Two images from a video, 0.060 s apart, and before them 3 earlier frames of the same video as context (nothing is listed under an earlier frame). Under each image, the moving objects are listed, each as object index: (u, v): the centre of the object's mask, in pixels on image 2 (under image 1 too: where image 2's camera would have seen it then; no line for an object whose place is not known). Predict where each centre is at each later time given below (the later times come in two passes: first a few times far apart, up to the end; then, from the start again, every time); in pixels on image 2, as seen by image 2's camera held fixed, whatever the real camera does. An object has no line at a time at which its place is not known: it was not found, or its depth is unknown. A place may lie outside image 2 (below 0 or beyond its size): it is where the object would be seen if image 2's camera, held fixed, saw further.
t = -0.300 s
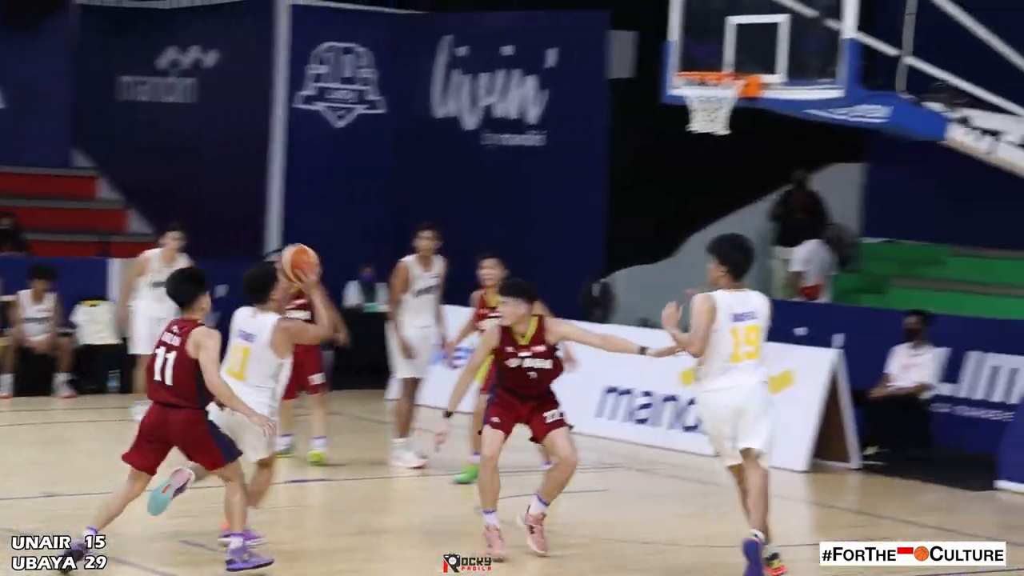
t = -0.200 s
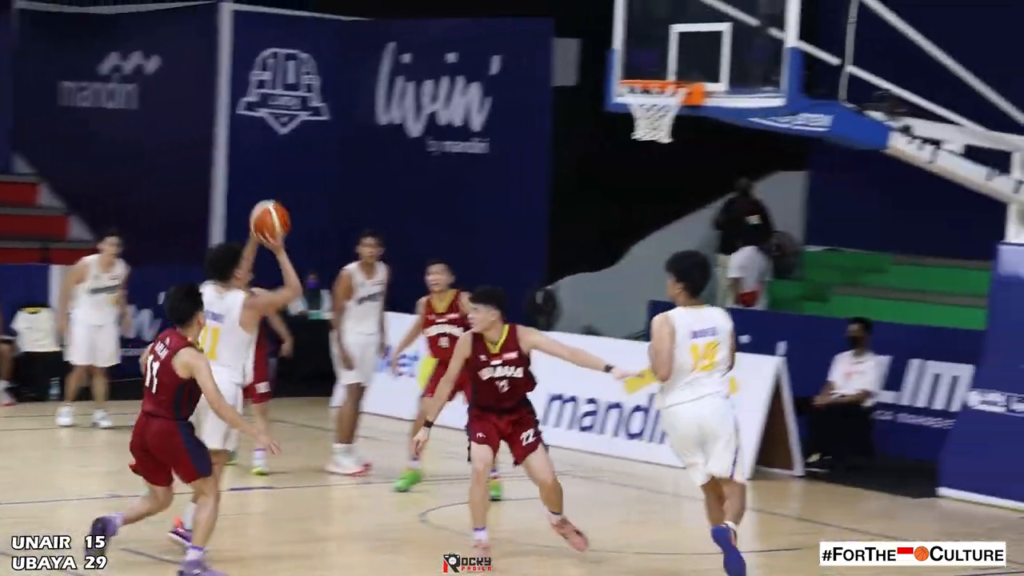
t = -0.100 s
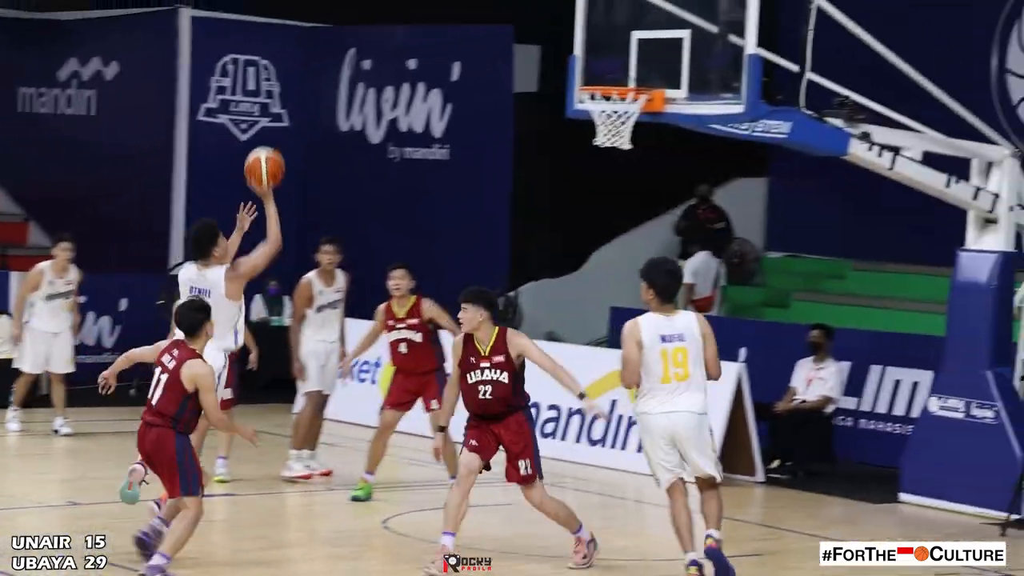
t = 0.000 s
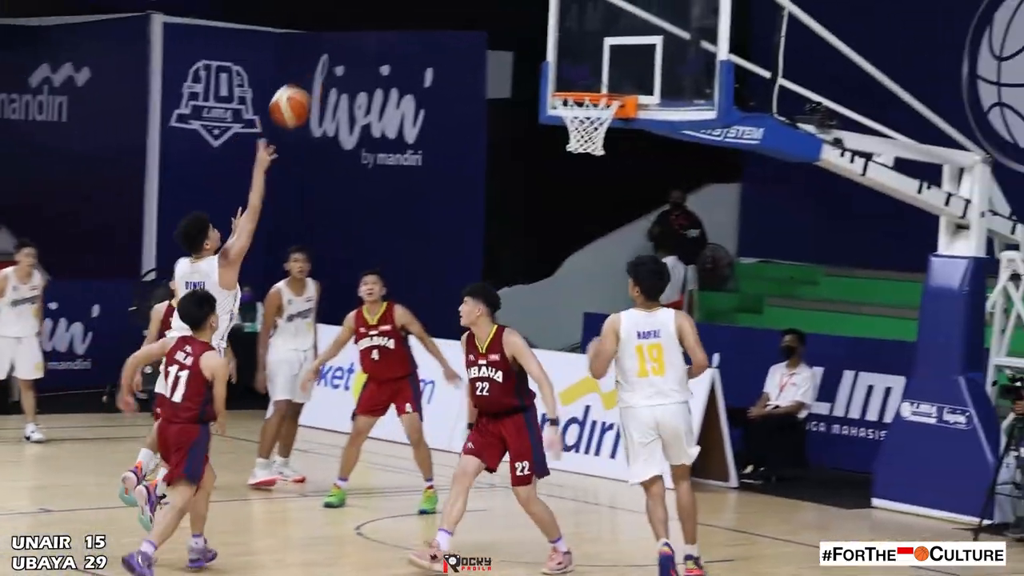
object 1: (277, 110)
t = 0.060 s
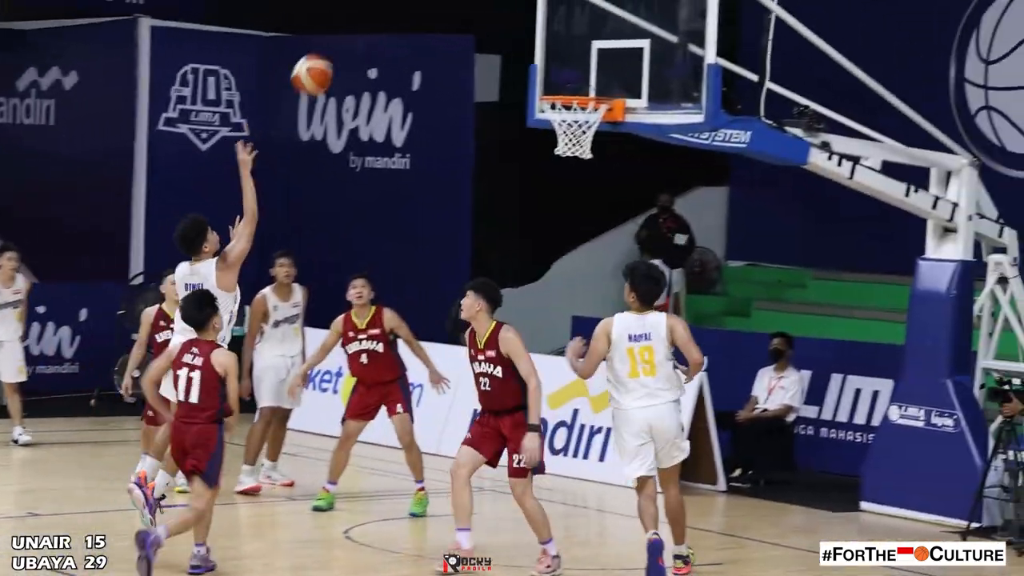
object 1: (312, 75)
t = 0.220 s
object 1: (398, 13)
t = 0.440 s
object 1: (507, -5)
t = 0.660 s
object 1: (604, 47)
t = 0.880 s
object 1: (560, 93)
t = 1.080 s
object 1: (595, 79)
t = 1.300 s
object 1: (603, 81)
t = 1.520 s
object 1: (580, 80)
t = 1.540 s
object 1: (577, 80)
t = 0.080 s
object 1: (323, 65)
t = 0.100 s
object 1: (334, 56)
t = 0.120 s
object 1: (345, 47)
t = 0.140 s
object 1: (356, 39)
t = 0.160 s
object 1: (367, 31)
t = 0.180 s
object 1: (377, 24)
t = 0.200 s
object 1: (388, 18)
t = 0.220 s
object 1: (398, 13)
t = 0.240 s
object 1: (409, 8)
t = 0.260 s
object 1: (419, 5)
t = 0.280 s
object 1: (429, 2)
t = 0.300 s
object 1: (440, -1)
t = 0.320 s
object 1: (450, -3)
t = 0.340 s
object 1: (460, -4)
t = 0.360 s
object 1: (469, -5)
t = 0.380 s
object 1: (479, -6)
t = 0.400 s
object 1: (489, -6)
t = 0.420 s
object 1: (498, -6)
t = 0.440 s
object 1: (507, -5)
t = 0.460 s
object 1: (516, -4)
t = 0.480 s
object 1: (524, -1)
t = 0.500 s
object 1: (534, 2)
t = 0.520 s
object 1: (543, 6)
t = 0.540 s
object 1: (553, 11)
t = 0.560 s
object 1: (562, 15)
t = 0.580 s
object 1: (570, 21)
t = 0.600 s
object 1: (579, 26)
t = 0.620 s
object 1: (587, 32)
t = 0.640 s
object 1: (596, 40)
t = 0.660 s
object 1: (604, 47)
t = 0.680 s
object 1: (614, 56)
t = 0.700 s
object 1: (616, 63)
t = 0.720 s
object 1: (610, 68)
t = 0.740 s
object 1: (602, 73)
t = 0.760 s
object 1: (594, 80)
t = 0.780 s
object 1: (587, 84)
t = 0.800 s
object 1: (579, 87)
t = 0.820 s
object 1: (572, 87)
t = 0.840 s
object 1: (564, 92)
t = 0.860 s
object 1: (561, 95)
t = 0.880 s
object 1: (560, 93)
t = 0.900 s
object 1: (559, 94)
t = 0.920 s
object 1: (561, 91)
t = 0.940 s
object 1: (566, 86)
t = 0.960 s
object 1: (570, 85)
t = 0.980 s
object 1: (574, 84)
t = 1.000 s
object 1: (579, 83)
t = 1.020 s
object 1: (583, 82)
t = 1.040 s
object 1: (587, 81)
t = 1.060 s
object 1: (590, 80)
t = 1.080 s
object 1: (595, 79)
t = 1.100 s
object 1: (598, 79)
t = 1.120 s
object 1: (602, 80)
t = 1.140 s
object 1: (604, 80)
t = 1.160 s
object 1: (604, 80)
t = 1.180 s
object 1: (604, 81)
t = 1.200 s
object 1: (605, 81)
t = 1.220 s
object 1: (605, 81)
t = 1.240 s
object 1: (605, 81)
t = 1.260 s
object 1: (604, 81)
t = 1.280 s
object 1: (603, 81)
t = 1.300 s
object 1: (603, 81)
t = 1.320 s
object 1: (601, 81)
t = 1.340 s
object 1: (600, 81)
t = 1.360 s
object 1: (599, 81)
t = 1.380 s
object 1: (598, 81)
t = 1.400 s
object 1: (596, 81)
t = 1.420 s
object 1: (593, 81)
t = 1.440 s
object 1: (591, 81)
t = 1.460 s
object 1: (588, 81)
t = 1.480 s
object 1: (586, 80)
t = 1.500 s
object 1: (583, 80)
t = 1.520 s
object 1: (580, 80)
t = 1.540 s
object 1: (577, 80)
